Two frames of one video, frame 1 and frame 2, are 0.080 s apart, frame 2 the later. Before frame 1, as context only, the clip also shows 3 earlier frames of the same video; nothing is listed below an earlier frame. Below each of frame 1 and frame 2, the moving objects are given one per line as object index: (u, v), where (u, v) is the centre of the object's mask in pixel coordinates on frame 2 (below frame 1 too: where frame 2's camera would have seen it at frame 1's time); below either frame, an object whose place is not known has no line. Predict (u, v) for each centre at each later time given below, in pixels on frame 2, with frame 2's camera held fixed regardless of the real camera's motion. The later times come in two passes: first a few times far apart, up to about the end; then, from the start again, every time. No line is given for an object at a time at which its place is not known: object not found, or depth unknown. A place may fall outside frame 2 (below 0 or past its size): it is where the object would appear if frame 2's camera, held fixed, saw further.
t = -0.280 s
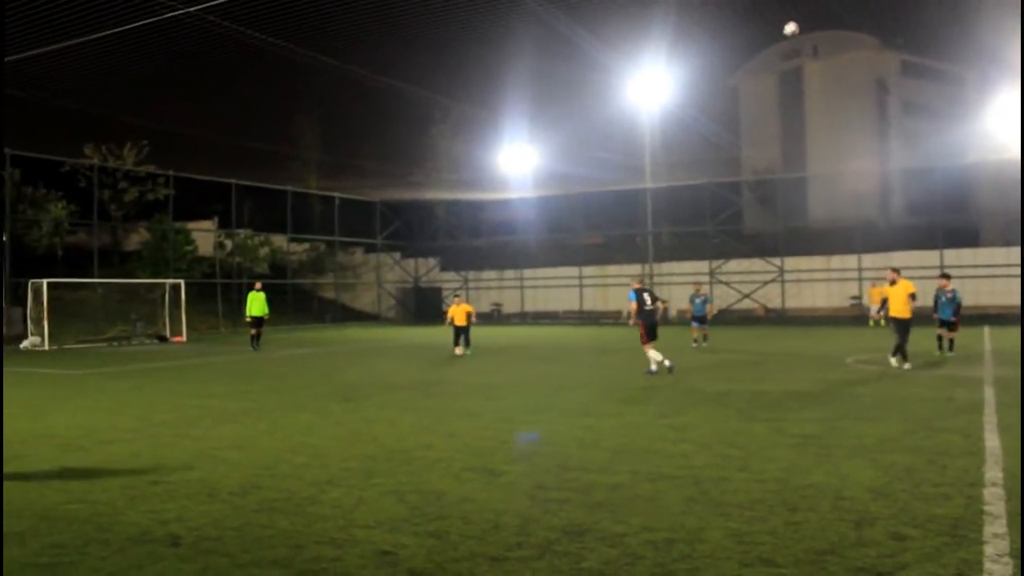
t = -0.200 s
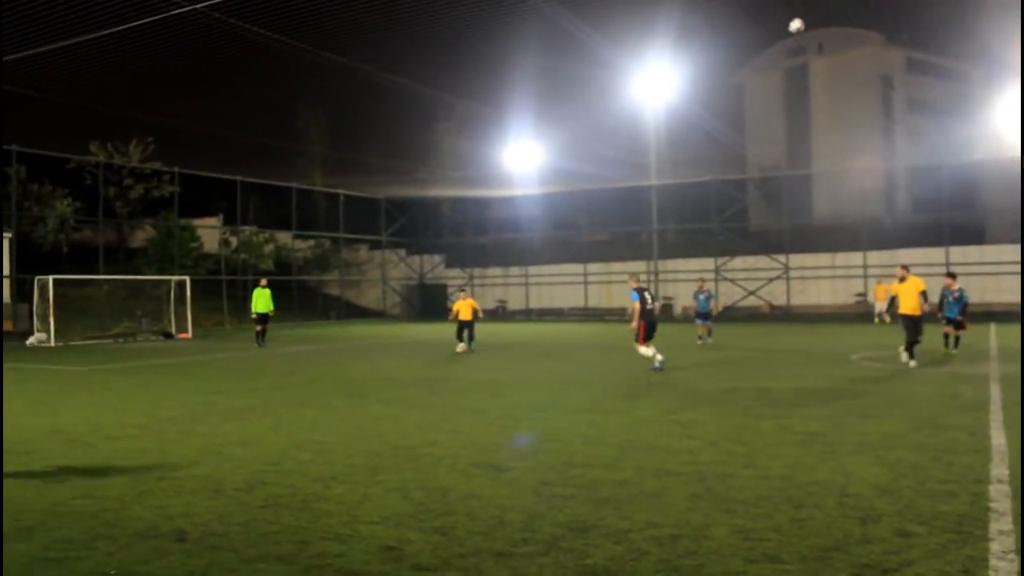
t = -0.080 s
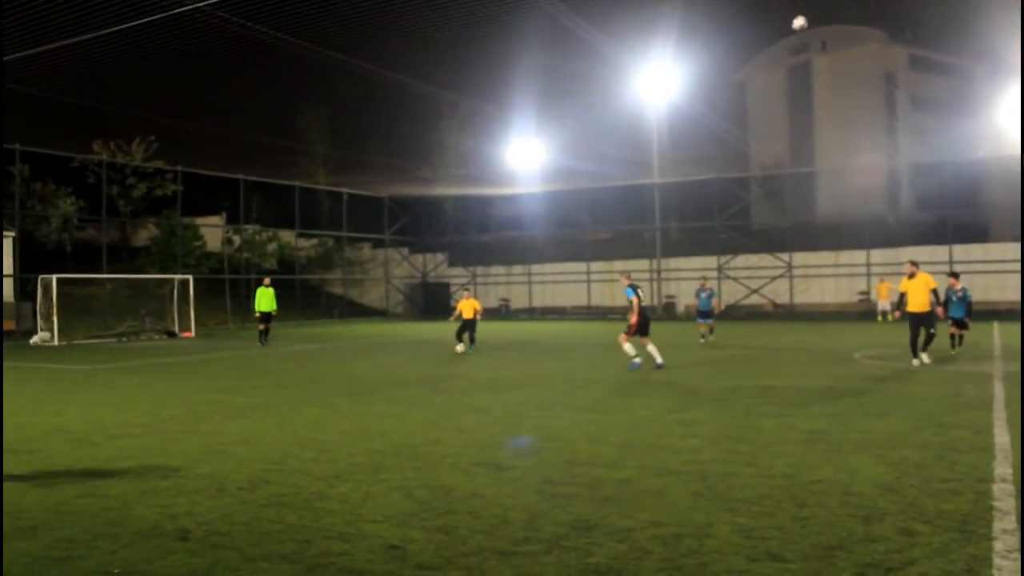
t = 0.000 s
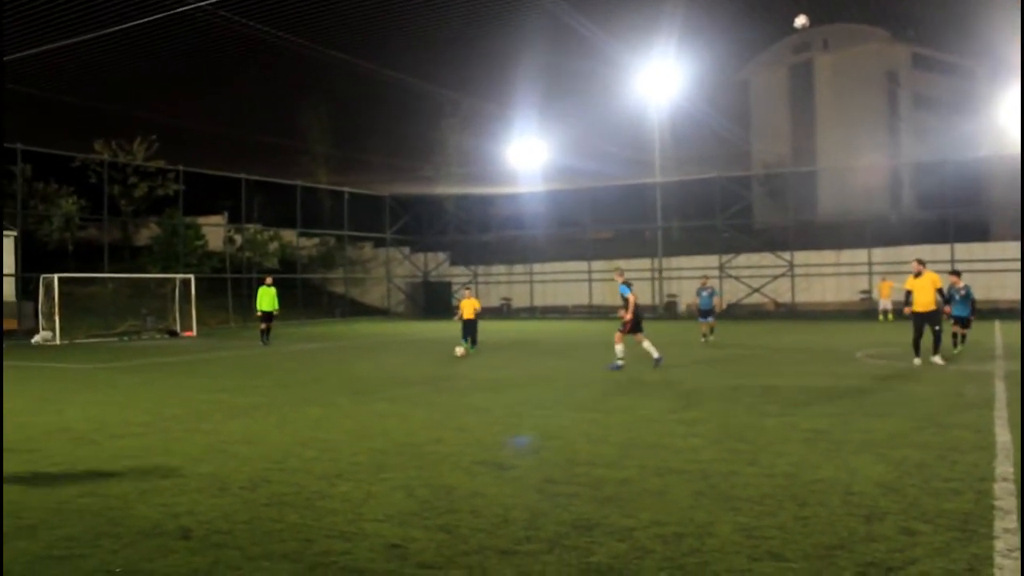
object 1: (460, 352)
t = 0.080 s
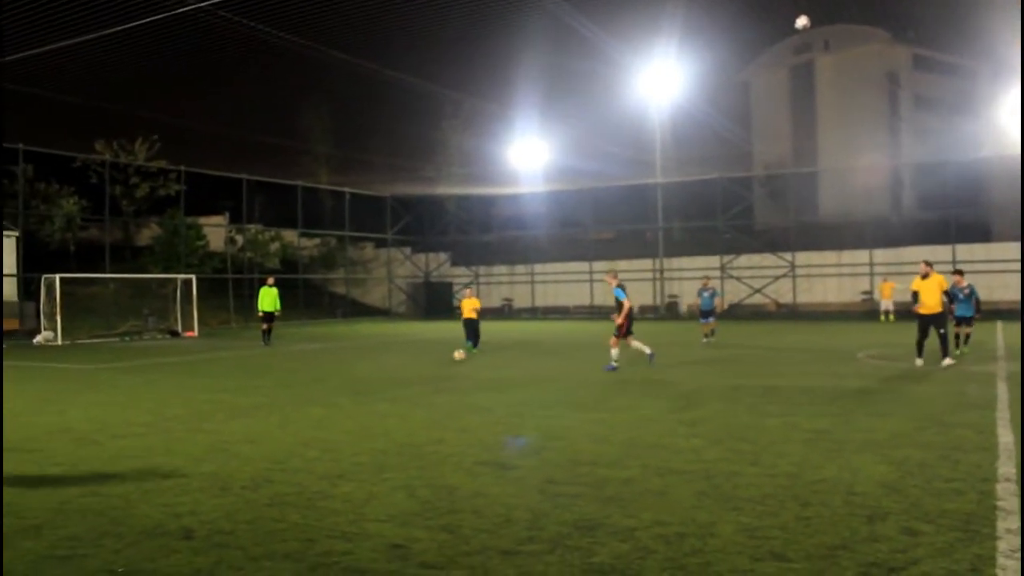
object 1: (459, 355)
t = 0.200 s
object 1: (456, 362)
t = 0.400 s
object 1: (455, 374)
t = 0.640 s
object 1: (453, 390)
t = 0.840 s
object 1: (453, 411)
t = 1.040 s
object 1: (451, 433)
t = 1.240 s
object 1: (449, 471)
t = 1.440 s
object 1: (447, 527)
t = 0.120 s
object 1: (458, 356)
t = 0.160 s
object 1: (457, 359)
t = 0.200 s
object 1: (456, 362)
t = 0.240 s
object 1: (456, 362)
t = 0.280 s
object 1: (456, 363)
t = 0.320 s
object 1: (456, 365)
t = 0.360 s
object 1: (455, 368)
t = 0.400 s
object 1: (455, 374)
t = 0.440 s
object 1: (455, 376)
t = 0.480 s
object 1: (454, 378)
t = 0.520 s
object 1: (454, 381)
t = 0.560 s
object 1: (454, 386)
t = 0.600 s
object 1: (454, 388)
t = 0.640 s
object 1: (453, 390)
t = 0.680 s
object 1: (453, 394)
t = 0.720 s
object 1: (453, 398)
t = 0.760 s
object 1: (453, 400)
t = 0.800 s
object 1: (453, 405)
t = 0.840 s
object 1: (453, 411)
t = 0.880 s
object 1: (452, 413)
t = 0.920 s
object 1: (452, 417)
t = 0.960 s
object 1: (453, 422)
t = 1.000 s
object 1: (452, 427)
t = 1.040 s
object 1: (451, 433)
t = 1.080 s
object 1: (451, 438)
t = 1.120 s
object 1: (451, 446)
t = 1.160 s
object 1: (451, 453)
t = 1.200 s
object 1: (450, 461)
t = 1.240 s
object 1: (449, 471)
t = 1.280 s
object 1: (448, 478)
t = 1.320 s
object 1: (449, 488)
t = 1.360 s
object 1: (448, 498)
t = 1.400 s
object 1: (447, 515)
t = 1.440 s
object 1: (447, 527)
